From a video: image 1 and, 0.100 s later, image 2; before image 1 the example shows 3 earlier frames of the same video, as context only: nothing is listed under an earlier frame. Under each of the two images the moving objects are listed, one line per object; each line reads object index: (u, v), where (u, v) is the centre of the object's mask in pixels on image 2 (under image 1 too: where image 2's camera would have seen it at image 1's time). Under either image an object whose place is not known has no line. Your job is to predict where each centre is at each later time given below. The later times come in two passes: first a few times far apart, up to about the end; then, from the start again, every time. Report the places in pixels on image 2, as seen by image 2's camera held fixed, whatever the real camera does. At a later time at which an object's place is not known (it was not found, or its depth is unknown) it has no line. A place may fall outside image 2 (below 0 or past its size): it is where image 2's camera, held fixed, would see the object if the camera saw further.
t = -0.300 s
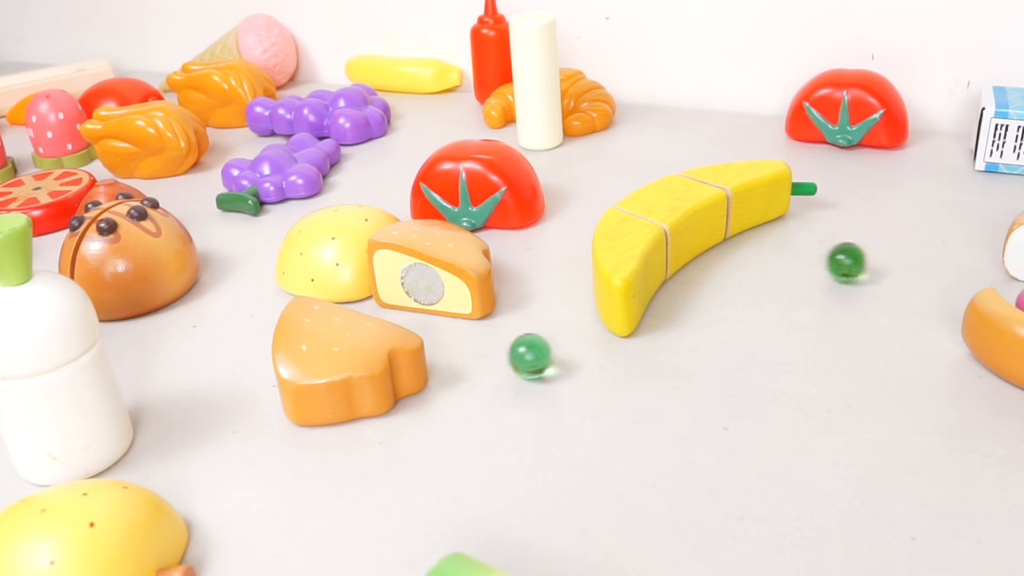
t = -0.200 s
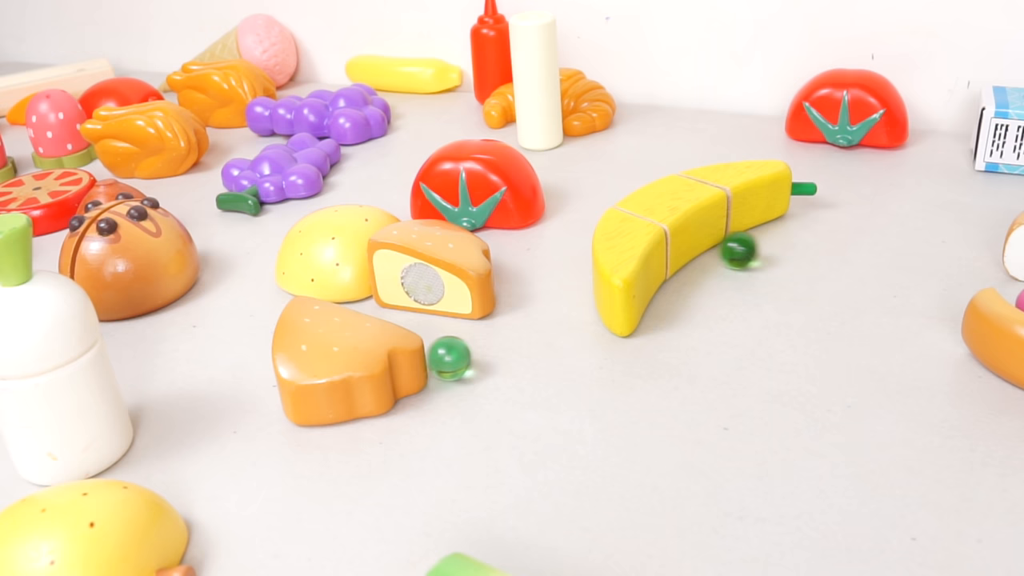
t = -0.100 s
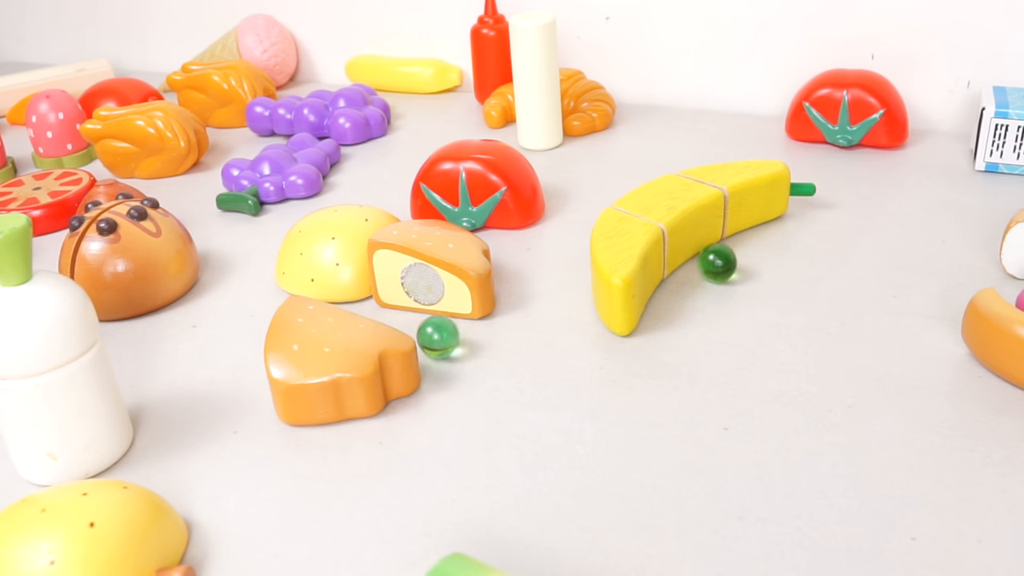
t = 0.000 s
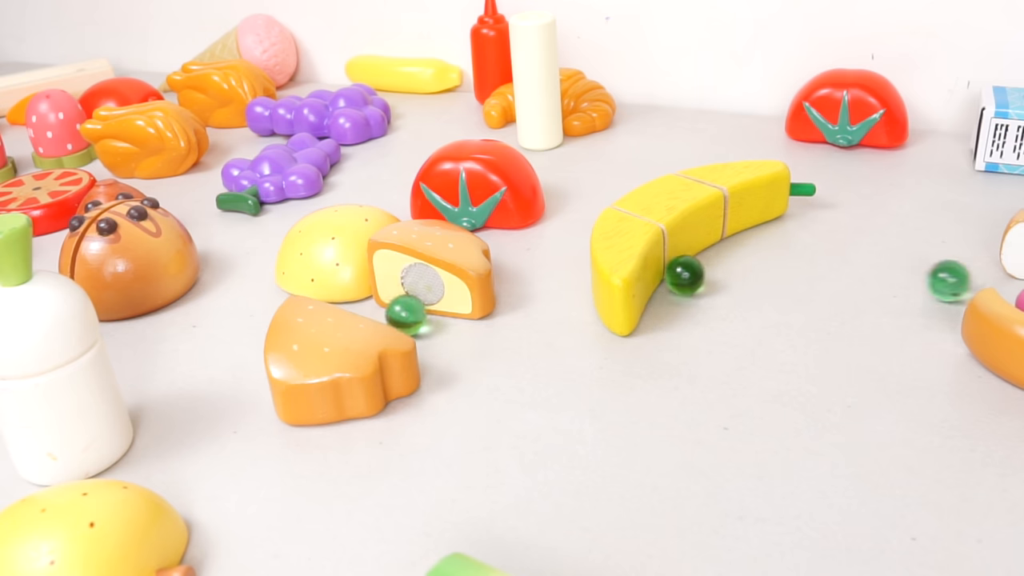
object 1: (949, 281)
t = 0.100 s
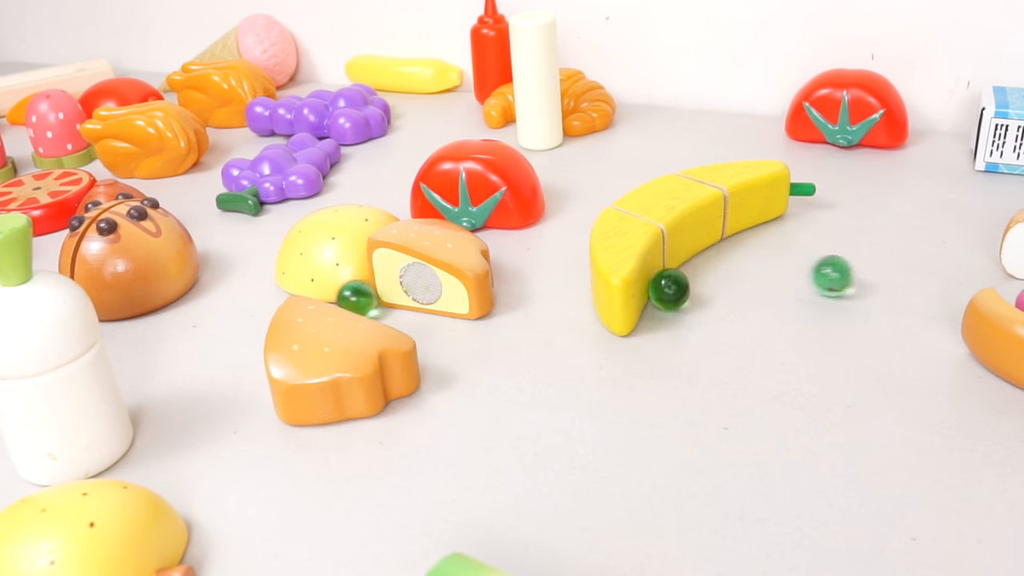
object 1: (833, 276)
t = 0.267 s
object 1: (672, 278)
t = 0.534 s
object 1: (638, 328)
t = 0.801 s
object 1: (498, 358)
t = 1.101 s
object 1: (374, 308)
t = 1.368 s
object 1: (203, 303)
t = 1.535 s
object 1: (115, 324)
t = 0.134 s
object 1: (791, 273)
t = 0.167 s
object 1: (748, 271)
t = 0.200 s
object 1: (703, 270)
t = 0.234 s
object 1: (679, 273)
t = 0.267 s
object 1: (672, 278)
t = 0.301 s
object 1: (667, 284)
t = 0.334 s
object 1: (664, 290)
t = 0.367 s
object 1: (659, 296)
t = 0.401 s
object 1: (656, 304)
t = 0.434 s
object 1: (653, 311)
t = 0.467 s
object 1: (650, 317)
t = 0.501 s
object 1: (645, 323)
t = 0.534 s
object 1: (638, 328)
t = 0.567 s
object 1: (629, 333)
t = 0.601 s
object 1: (616, 339)
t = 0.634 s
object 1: (602, 343)
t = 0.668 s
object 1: (585, 348)
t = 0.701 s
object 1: (567, 352)
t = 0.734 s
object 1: (546, 354)
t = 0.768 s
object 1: (523, 357)
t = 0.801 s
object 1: (498, 358)
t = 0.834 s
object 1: (471, 359)
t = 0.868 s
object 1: (443, 359)
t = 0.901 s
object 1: (440, 353)
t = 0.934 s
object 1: (433, 347)
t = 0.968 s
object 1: (426, 341)
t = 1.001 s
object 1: (416, 333)
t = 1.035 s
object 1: (404, 323)
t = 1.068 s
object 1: (390, 315)
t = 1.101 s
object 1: (374, 308)
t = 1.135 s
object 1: (358, 301)
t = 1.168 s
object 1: (341, 295)
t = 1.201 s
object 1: (324, 293)
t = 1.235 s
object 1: (301, 291)
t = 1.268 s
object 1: (271, 297)
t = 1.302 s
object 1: (253, 303)
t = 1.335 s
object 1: (229, 304)
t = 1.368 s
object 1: (203, 303)
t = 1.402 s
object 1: (177, 300)
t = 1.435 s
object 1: (159, 305)
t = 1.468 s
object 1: (146, 312)
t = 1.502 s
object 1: (130, 319)
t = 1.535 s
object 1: (115, 324)
